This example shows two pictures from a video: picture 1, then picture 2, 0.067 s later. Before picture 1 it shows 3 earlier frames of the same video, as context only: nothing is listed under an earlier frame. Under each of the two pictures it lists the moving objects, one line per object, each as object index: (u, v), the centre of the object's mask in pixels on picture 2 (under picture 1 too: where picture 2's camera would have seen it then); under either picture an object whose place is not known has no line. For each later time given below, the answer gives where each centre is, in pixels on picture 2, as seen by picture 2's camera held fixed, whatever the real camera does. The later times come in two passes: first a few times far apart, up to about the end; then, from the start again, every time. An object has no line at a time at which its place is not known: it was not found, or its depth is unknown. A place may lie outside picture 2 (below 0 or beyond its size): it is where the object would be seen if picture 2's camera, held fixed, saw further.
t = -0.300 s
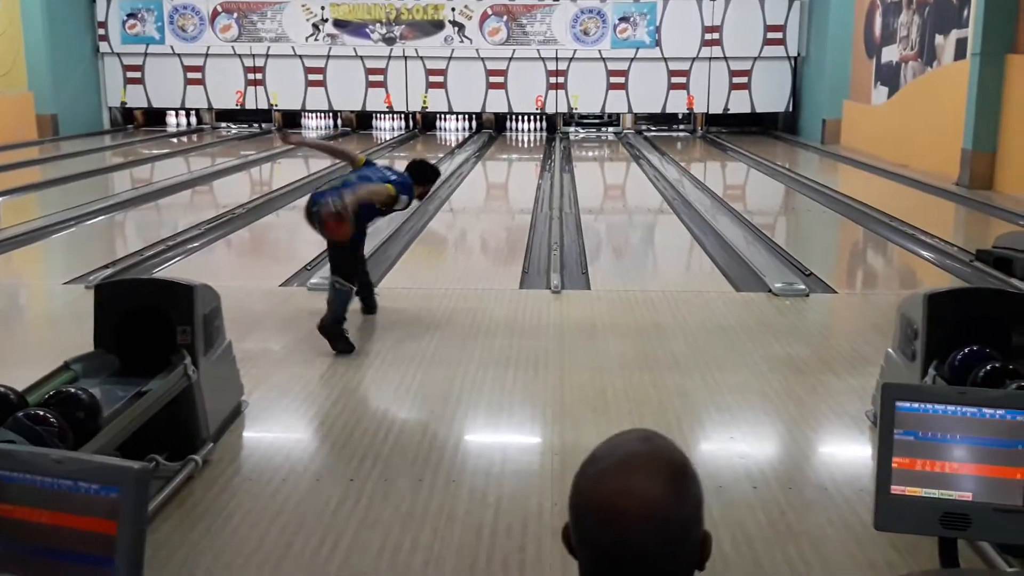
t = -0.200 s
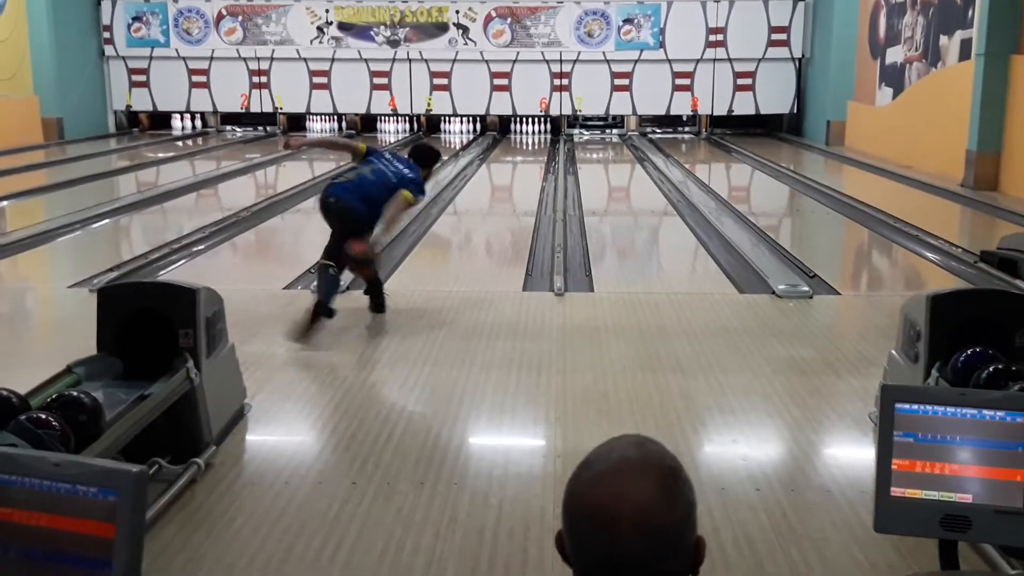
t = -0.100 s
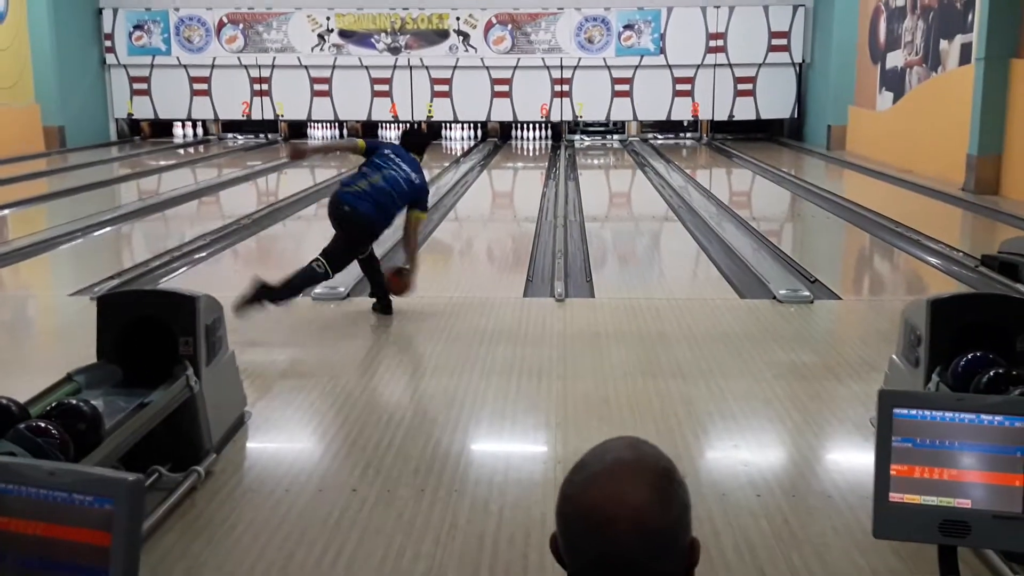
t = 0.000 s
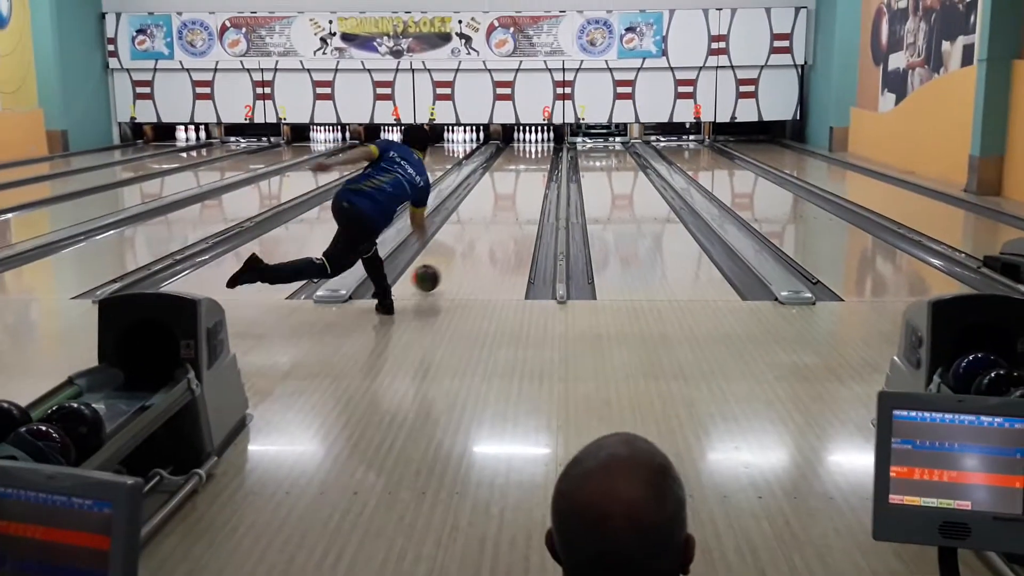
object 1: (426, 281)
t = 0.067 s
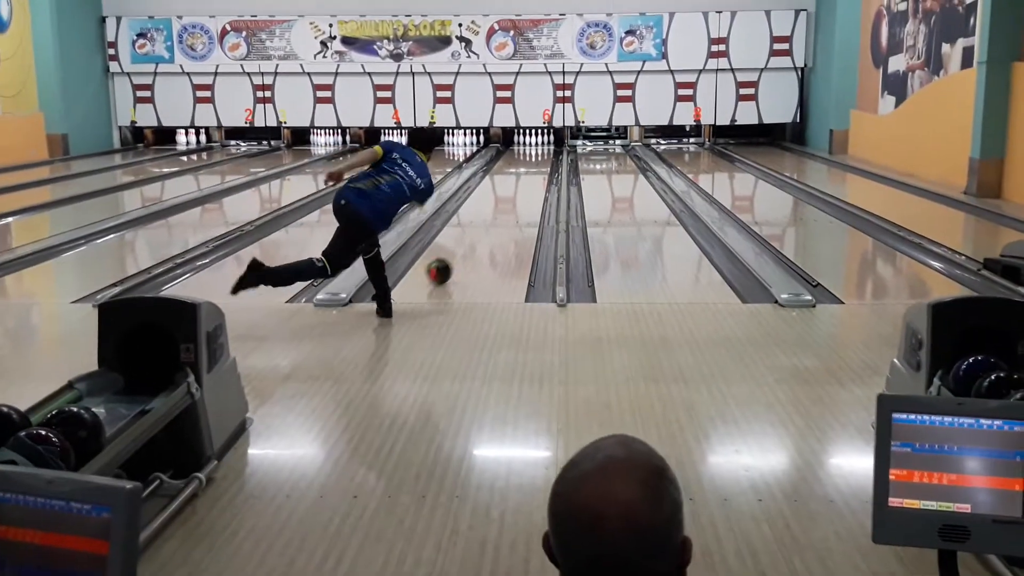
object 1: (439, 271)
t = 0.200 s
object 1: (460, 251)
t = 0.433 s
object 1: (488, 224)
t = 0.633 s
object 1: (505, 206)
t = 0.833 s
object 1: (518, 193)
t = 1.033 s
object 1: (529, 182)
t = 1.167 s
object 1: (534, 176)
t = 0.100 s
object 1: (445, 266)
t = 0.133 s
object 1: (450, 261)
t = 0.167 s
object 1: (455, 256)
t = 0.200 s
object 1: (460, 251)
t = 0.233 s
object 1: (465, 246)
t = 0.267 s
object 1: (469, 242)
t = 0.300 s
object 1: (473, 238)
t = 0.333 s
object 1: (477, 234)
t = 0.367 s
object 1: (481, 230)
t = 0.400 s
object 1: (484, 227)
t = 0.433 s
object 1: (488, 224)
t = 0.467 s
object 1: (491, 220)
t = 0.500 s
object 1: (494, 217)
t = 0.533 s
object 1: (497, 214)
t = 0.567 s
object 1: (499, 212)
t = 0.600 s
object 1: (502, 209)
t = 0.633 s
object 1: (505, 206)
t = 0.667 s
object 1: (507, 204)
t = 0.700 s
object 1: (510, 201)
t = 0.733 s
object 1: (512, 199)
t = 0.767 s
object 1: (514, 197)
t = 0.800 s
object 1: (516, 195)
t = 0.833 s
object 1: (518, 193)
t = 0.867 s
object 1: (520, 191)
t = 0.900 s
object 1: (522, 189)
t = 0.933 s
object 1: (524, 187)
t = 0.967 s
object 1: (526, 185)
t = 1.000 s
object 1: (527, 184)
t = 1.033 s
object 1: (529, 182)
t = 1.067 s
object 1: (531, 181)
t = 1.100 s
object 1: (532, 179)
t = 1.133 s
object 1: (533, 177)
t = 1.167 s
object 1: (534, 176)
